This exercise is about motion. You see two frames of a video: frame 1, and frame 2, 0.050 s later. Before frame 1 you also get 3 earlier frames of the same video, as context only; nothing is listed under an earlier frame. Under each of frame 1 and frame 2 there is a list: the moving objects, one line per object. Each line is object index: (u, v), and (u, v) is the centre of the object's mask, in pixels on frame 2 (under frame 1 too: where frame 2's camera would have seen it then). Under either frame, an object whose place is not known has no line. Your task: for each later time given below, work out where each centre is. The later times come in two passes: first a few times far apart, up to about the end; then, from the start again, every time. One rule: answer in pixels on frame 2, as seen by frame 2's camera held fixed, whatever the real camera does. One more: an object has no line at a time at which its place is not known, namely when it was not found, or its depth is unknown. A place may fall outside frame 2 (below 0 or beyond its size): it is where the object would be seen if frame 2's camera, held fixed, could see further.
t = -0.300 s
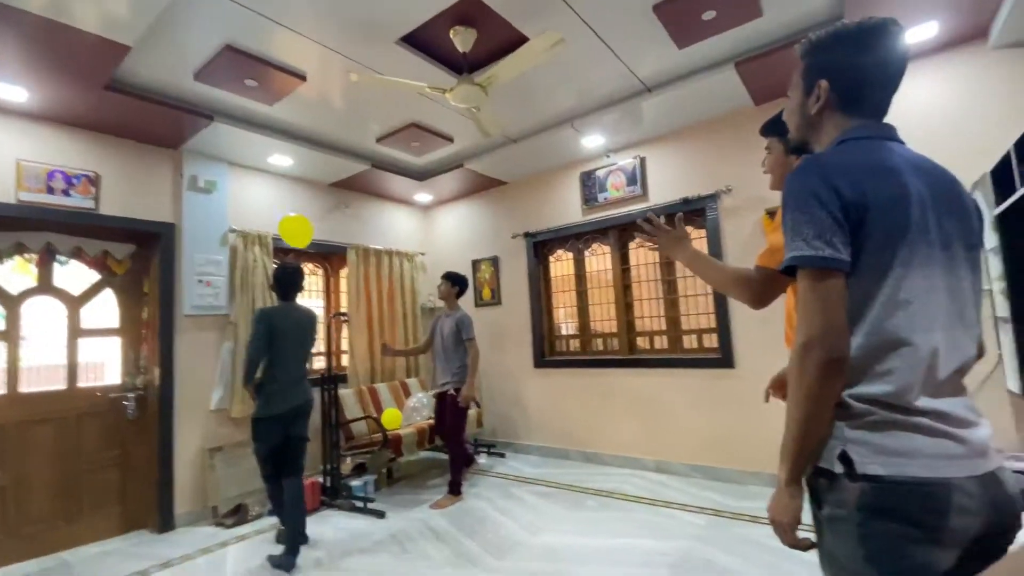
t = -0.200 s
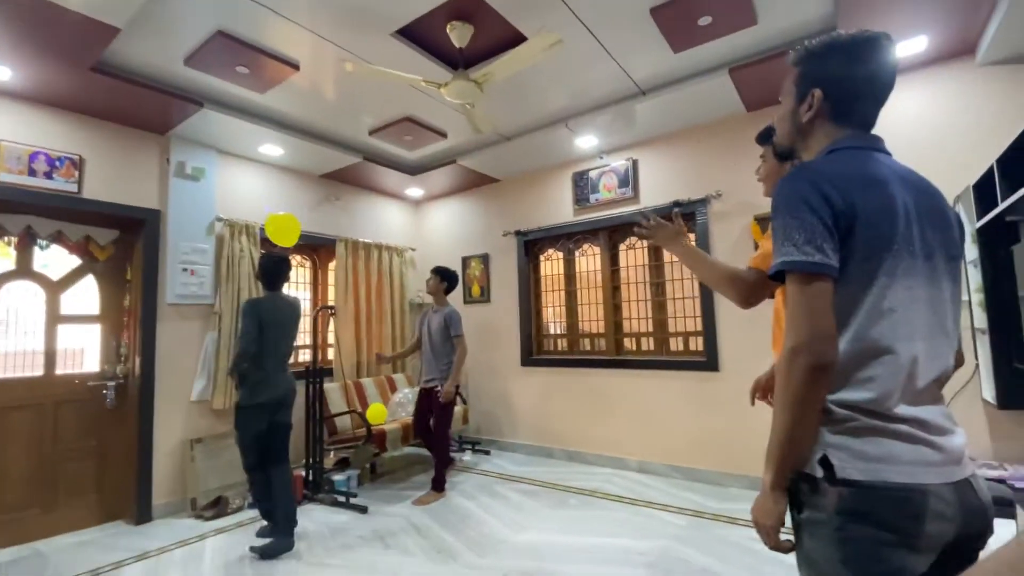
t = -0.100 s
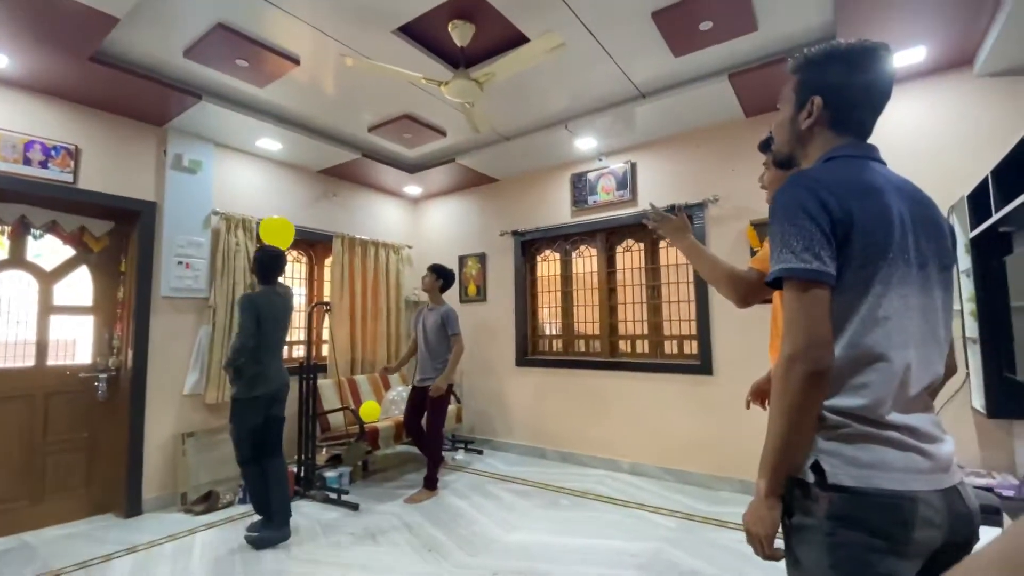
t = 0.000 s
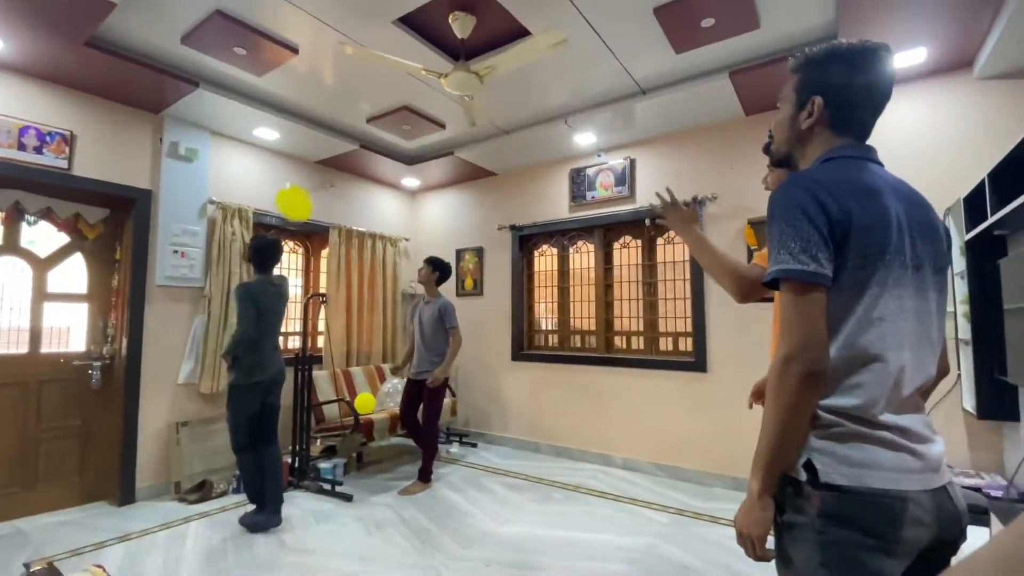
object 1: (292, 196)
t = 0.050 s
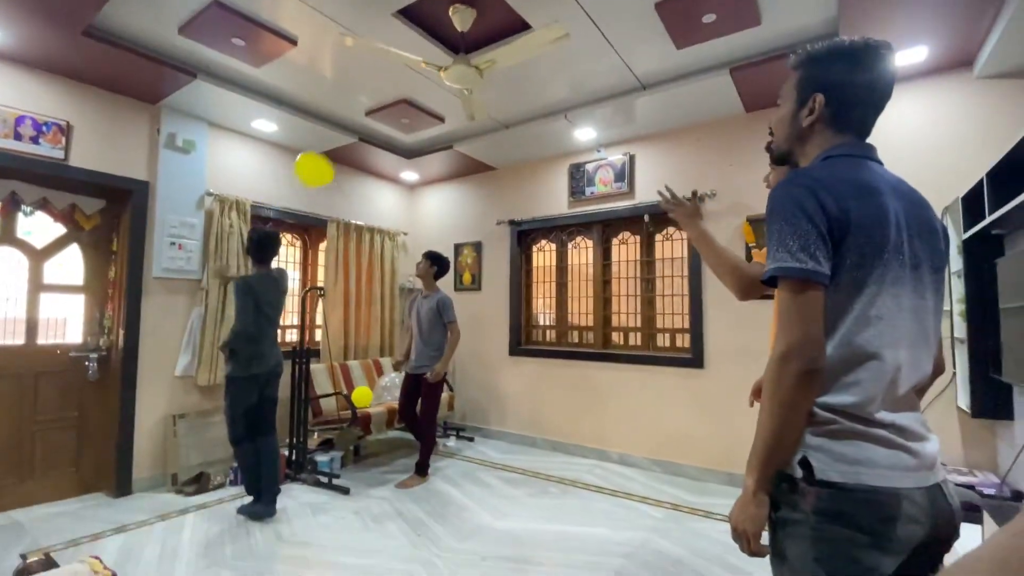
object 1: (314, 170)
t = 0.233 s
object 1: (360, 101)
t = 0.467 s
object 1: (385, 142)
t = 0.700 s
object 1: (392, 189)
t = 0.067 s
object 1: (320, 162)
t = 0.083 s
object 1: (326, 156)
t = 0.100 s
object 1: (331, 148)
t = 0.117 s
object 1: (336, 141)
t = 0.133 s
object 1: (341, 134)
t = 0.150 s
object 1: (345, 128)
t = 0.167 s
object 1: (349, 121)
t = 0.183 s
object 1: (352, 117)
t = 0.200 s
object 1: (355, 111)
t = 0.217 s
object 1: (358, 105)
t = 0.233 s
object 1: (360, 101)
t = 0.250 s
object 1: (362, 100)
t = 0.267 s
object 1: (365, 103)
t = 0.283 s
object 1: (367, 106)
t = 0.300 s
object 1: (369, 110)
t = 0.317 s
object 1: (371, 113)
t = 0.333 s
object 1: (373, 117)
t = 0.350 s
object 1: (375, 121)
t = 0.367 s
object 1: (377, 124)
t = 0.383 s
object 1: (379, 127)
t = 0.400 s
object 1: (379, 130)
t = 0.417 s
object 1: (381, 133)
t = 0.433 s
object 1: (382, 136)
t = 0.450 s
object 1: (384, 139)
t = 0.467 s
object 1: (385, 142)
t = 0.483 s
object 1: (386, 145)
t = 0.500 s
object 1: (387, 149)
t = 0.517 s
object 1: (388, 151)
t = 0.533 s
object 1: (389, 155)
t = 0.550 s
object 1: (389, 158)
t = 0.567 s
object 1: (389, 162)
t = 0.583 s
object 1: (390, 165)
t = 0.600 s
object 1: (390, 168)
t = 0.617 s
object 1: (391, 172)
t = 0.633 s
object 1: (391, 175)
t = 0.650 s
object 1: (391, 178)
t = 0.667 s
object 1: (392, 181)
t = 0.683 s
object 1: (392, 185)
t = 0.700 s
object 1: (392, 189)
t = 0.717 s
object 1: (391, 191)
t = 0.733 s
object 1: (392, 194)
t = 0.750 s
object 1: (392, 197)
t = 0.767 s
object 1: (391, 201)
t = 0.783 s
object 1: (391, 204)
